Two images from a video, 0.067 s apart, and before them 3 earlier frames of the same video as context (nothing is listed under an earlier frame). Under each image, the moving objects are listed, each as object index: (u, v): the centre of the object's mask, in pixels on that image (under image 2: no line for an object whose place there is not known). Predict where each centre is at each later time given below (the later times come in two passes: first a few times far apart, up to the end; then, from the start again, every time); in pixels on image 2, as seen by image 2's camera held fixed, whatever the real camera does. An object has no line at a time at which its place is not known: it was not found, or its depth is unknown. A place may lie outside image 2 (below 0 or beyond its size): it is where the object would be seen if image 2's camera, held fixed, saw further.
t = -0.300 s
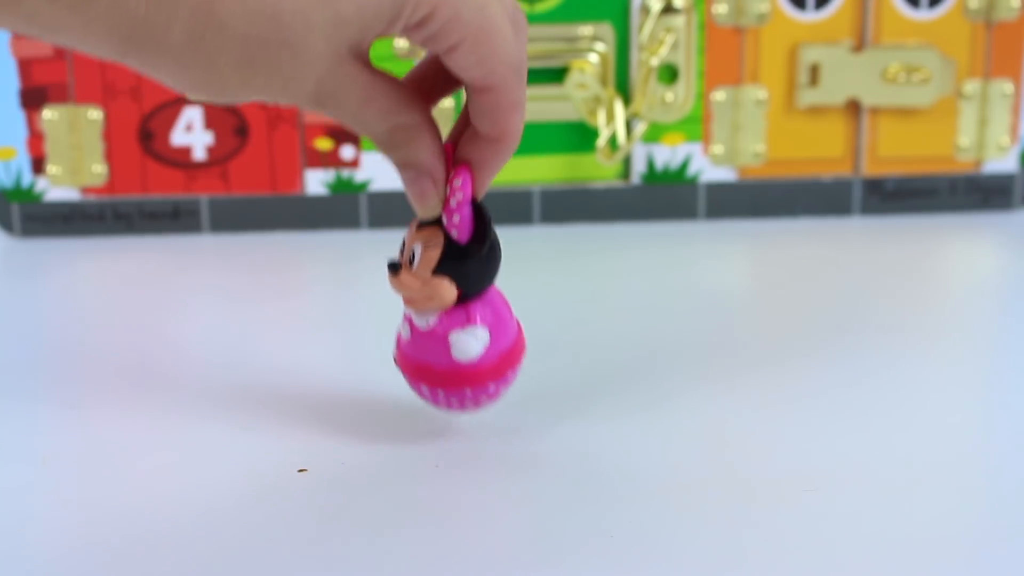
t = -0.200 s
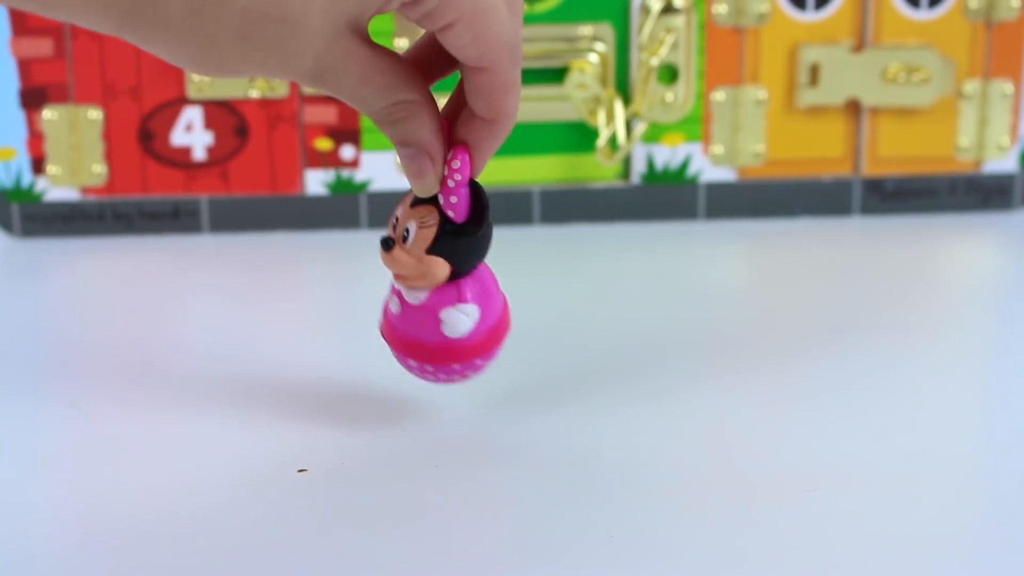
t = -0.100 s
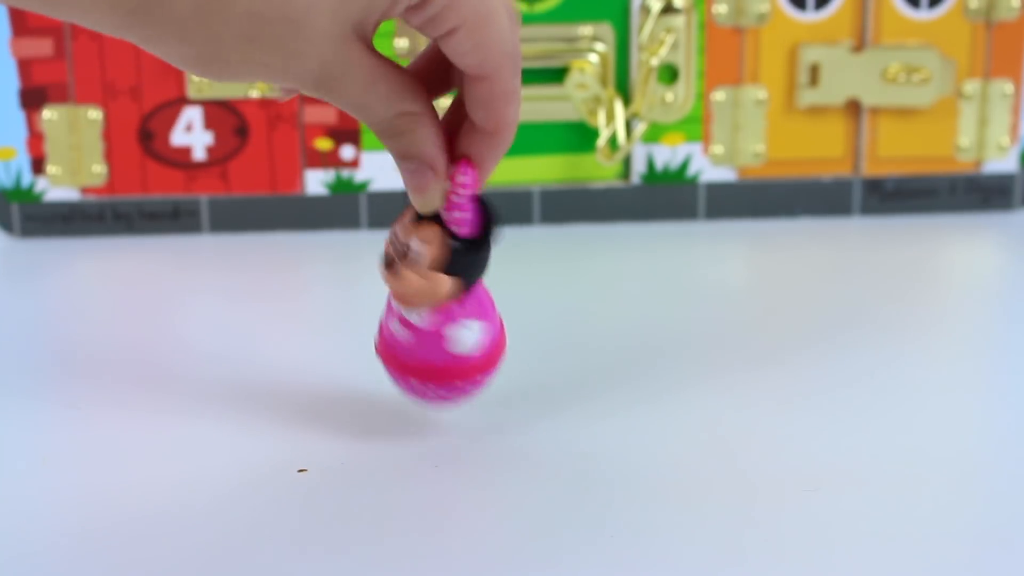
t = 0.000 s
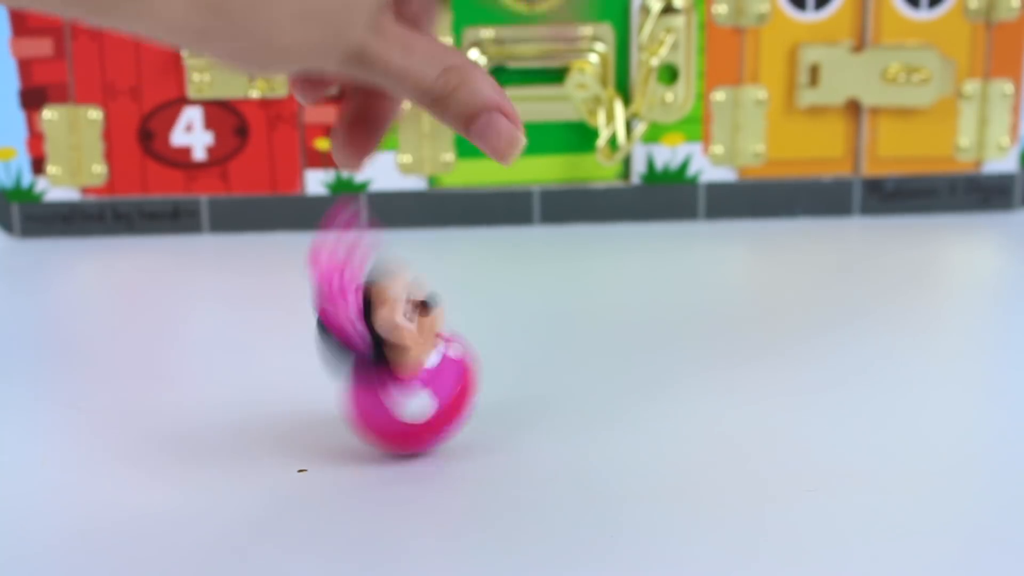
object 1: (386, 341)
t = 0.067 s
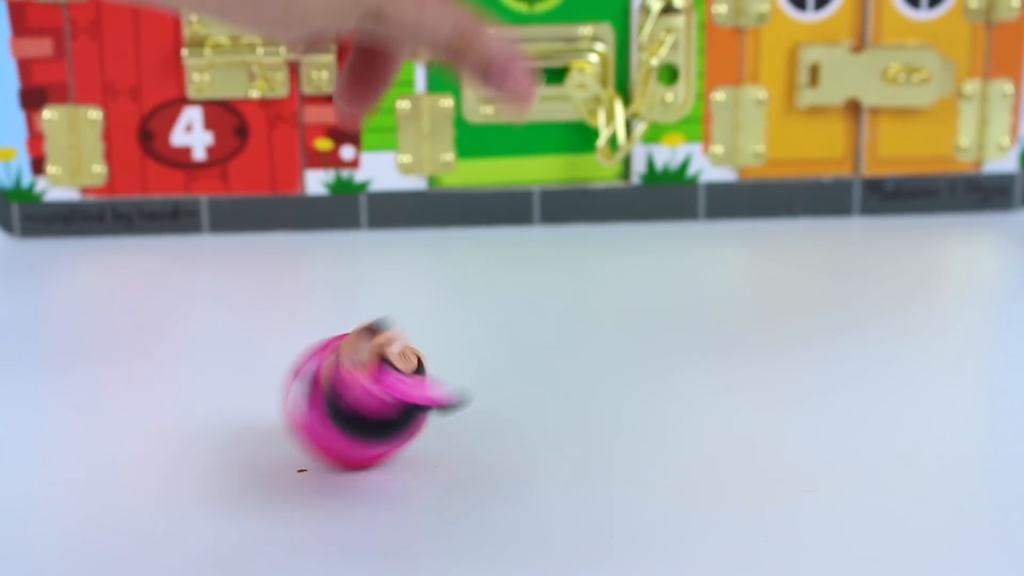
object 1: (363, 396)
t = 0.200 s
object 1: (307, 359)
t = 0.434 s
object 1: (90, 448)
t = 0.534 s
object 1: (40, 363)
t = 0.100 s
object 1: (360, 401)
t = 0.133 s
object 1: (360, 395)
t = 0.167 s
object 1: (341, 378)
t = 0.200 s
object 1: (307, 359)
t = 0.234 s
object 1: (255, 354)
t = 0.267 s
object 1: (202, 363)
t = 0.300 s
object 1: (151, 383)
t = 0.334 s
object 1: (121, 418)
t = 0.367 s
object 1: (114, 447)
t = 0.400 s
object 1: (100, 449)
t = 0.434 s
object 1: (90, 448)
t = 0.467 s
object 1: (91, 420)
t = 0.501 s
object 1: (74, 388)
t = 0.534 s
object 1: (40, 363)
